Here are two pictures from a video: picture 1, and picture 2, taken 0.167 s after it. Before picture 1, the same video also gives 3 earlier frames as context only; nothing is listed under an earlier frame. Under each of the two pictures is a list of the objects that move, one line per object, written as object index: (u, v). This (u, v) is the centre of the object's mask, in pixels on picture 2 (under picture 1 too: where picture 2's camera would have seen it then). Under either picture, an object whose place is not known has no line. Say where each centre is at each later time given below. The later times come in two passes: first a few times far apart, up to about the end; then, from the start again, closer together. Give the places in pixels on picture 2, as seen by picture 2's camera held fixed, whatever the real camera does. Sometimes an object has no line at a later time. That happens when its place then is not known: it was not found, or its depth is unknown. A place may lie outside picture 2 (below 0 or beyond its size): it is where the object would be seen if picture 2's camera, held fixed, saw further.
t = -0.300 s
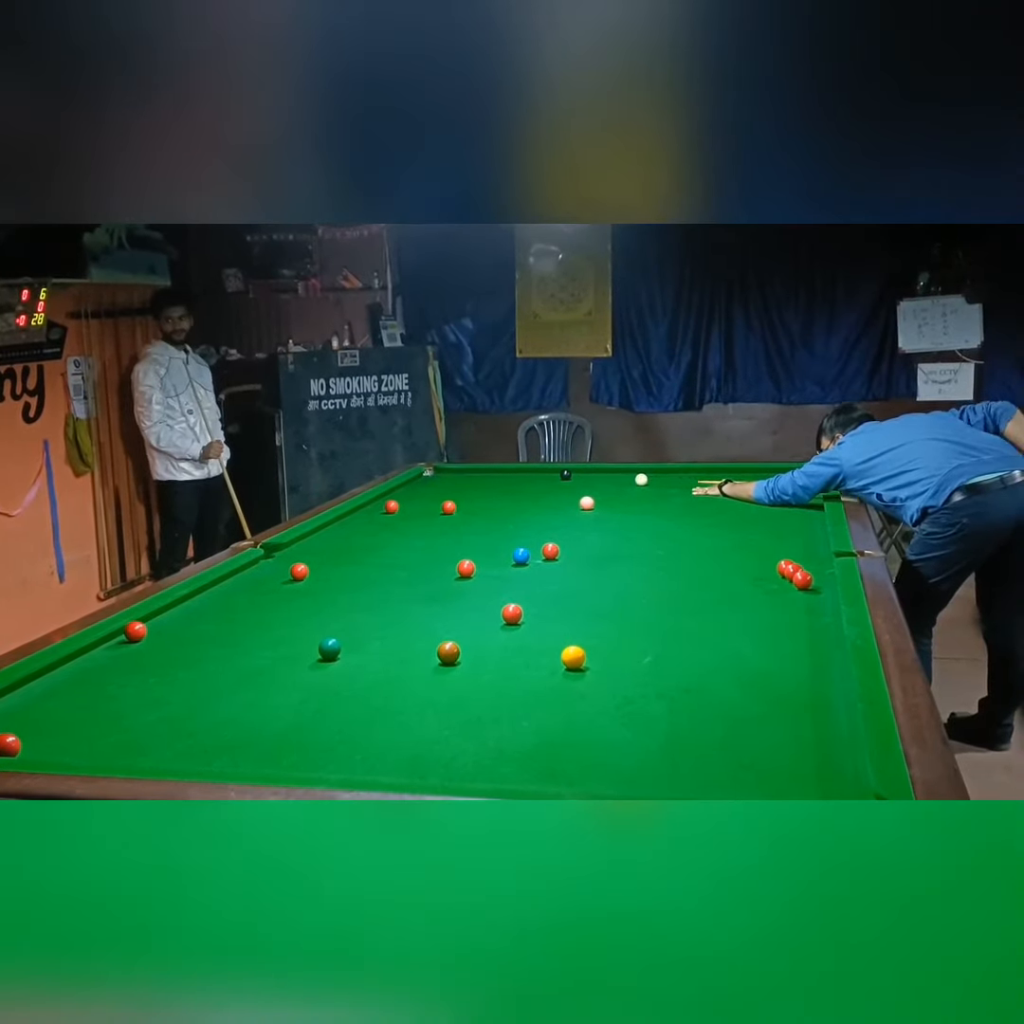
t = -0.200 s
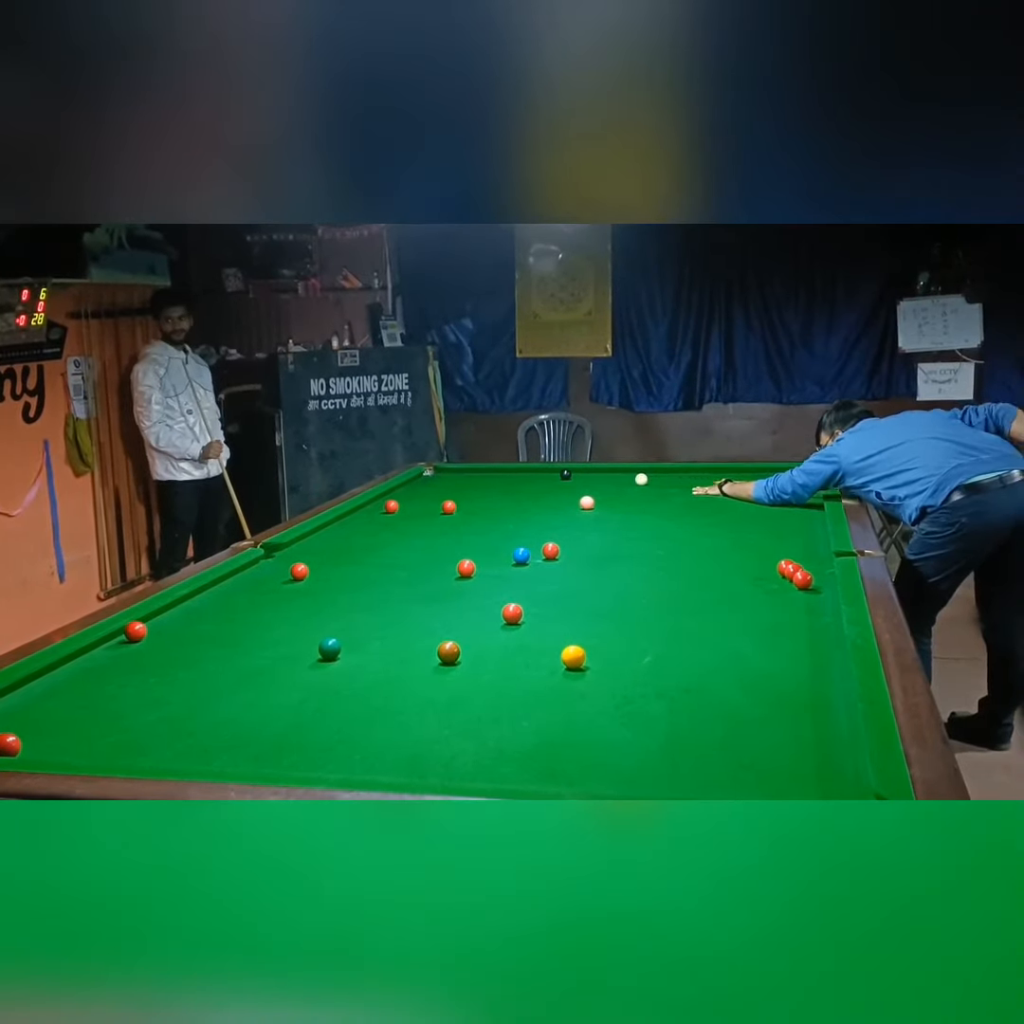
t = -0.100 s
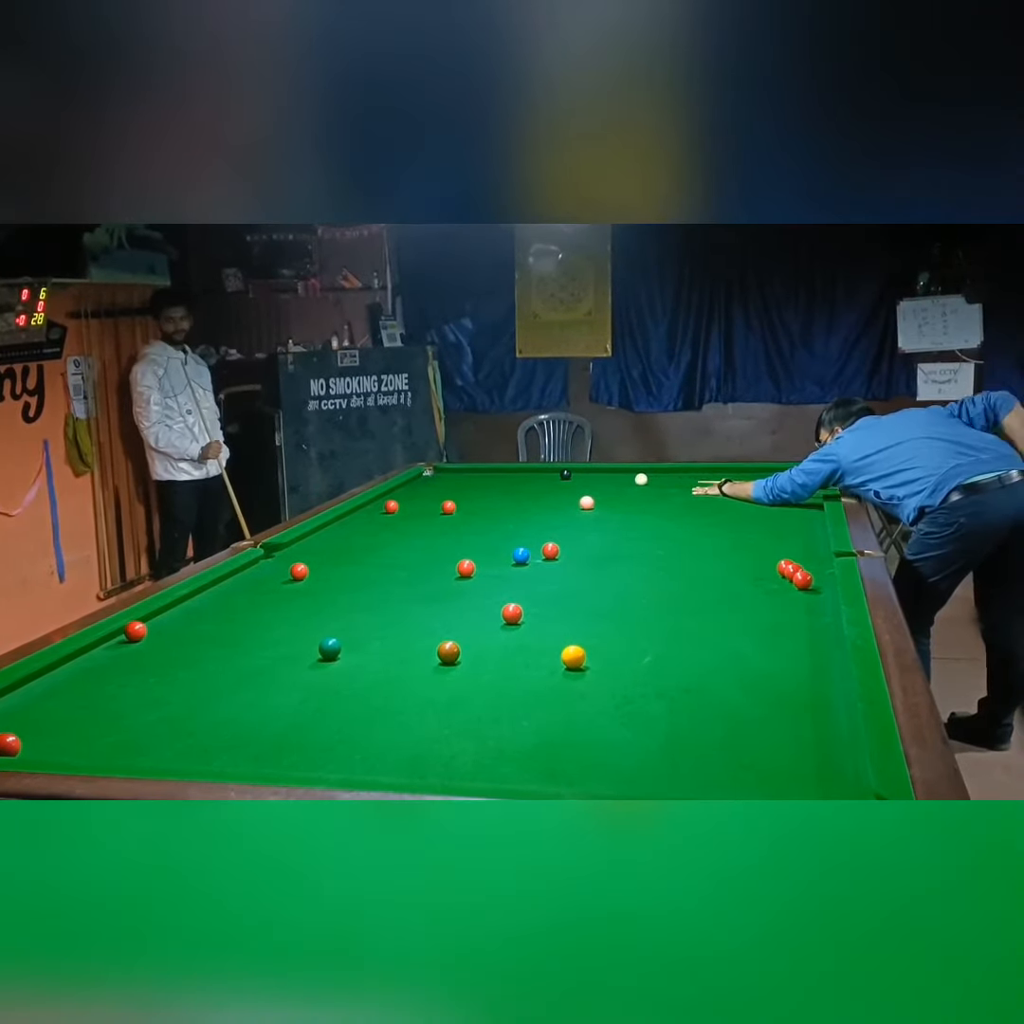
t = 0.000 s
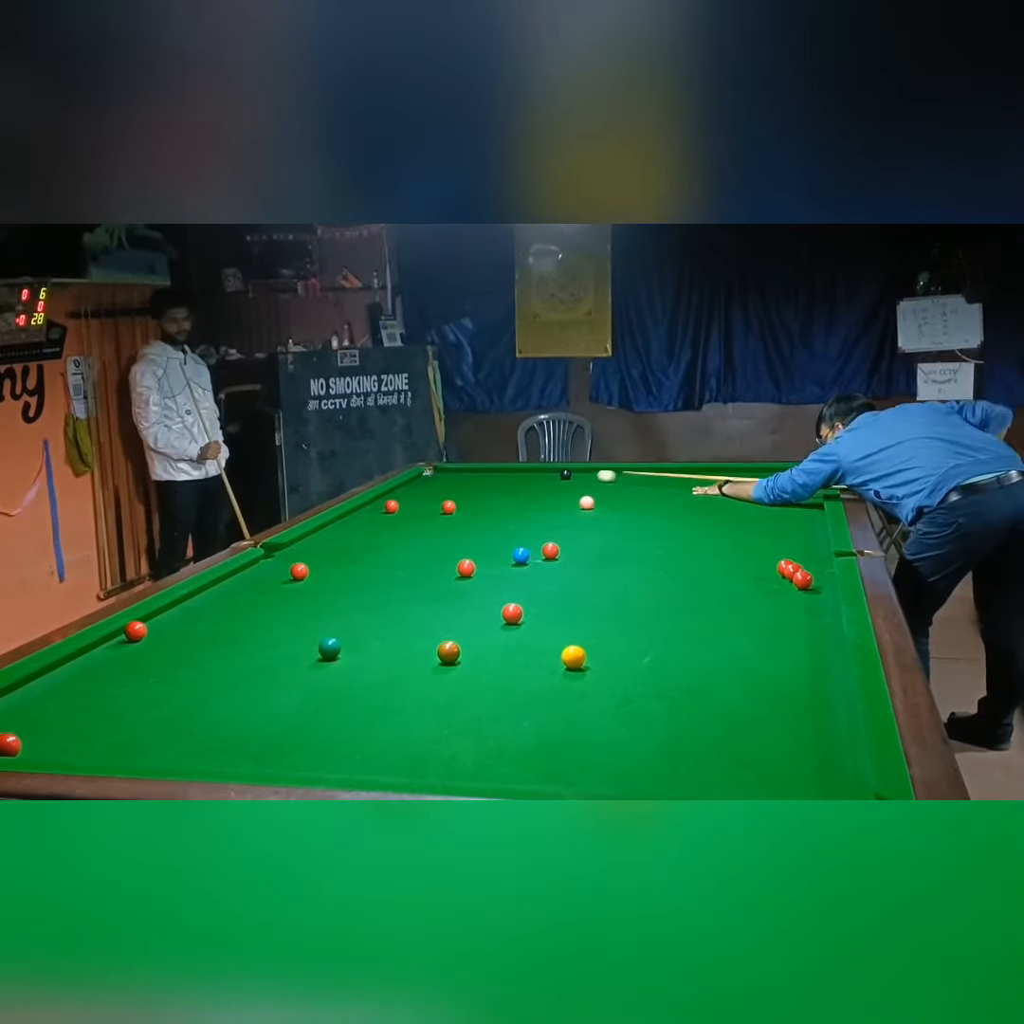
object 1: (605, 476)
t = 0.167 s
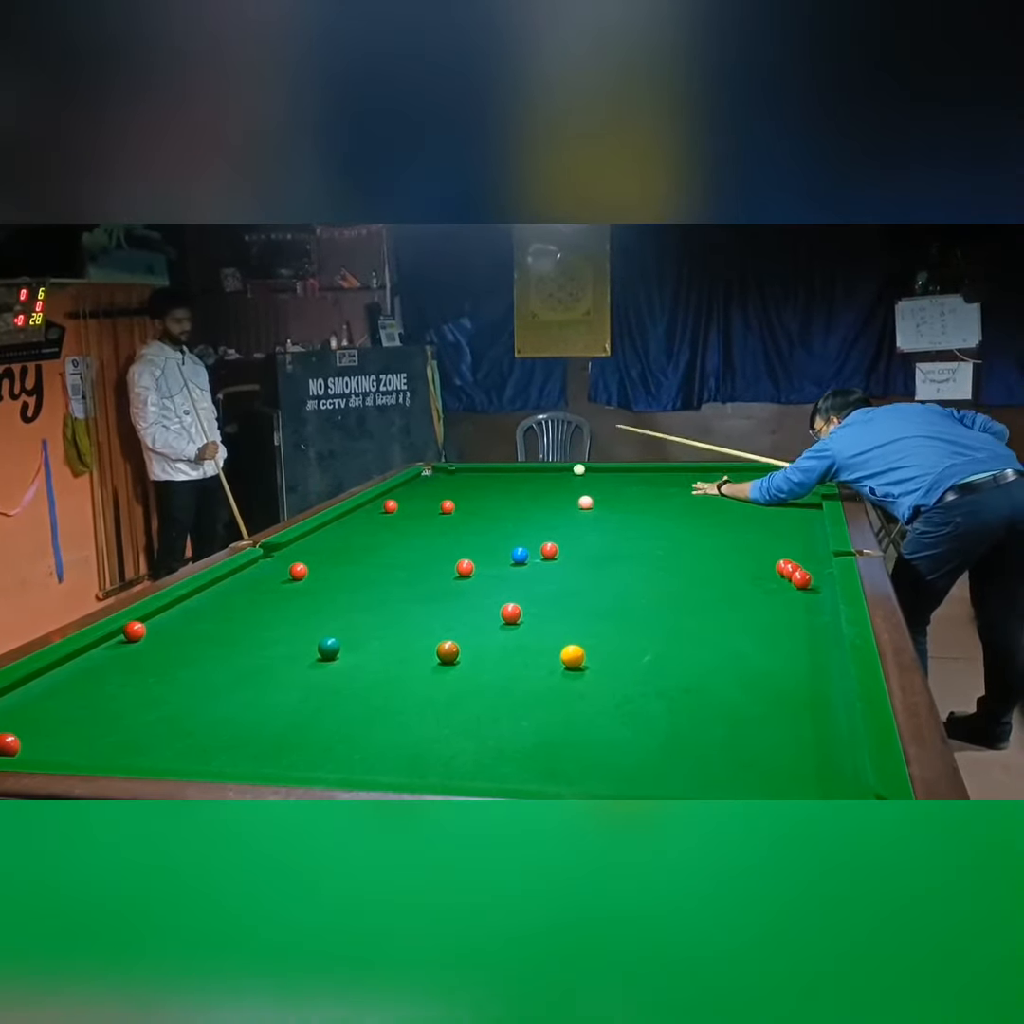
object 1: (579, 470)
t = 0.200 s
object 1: (578, 468)
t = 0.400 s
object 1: (566, 473)
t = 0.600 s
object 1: (534, 476)
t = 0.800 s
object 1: (500, 478)
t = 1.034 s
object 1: (461, 482)
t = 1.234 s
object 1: (429, 485)
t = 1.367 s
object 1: (407, 486)
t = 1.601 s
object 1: (407, 489)
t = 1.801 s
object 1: (422, 491)
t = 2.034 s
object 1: (439, 494)
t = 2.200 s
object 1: (450, 495)
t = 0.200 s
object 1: (578, 468)
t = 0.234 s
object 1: (578, 469)
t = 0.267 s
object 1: (576, 469)
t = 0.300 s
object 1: (575, 470)
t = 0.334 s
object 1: (572, 471)
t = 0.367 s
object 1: (569, 472)
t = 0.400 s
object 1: (566, 473)
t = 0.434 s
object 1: (561, 473)
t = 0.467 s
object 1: (556, 473)
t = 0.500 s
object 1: (551, 474)
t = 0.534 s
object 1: (545, 475)
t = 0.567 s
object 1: (540, 475)
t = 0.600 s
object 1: (534, 476)
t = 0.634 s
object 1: (528, 476)
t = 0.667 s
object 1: (523, 477)
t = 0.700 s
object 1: (517, 477)
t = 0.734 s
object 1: (511, 477)
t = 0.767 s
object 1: (506, 478)
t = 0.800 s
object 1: (500, 478)
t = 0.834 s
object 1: (495, 479)
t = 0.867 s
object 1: (489, 480)
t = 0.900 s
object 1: (484, 480)
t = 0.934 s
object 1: (478, 480)
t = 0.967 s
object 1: (473, 481)
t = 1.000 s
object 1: (467, 481)
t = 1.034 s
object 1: (461, 482)
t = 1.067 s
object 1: (456, 482)
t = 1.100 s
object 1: (450, 483)
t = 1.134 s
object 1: (445, 483)
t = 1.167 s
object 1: (440, 484)
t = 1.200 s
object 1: (434, 484)
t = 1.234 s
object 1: (429, 485)
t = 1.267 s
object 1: (423, 484)
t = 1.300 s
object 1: (418, 485)
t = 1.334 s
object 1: (413, 486)
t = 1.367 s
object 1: (407, 486)
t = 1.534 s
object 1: (402, 488)
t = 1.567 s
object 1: (404, 489)
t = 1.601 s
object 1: (407, 489)
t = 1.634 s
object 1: (409, 490)
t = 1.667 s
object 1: (412, 490)
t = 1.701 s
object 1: (414, 490)
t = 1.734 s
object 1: (416, 491)
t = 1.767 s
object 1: (419, 491)
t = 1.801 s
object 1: (422, 491)
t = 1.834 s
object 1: (424, 492)
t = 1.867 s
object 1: (426, 492)
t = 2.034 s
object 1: (439, 494)
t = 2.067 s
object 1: (441, 494)
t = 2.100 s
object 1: (443, 494)
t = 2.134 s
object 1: (445, 495)
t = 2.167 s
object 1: (448, 495)
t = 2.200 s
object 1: (450, 495)
